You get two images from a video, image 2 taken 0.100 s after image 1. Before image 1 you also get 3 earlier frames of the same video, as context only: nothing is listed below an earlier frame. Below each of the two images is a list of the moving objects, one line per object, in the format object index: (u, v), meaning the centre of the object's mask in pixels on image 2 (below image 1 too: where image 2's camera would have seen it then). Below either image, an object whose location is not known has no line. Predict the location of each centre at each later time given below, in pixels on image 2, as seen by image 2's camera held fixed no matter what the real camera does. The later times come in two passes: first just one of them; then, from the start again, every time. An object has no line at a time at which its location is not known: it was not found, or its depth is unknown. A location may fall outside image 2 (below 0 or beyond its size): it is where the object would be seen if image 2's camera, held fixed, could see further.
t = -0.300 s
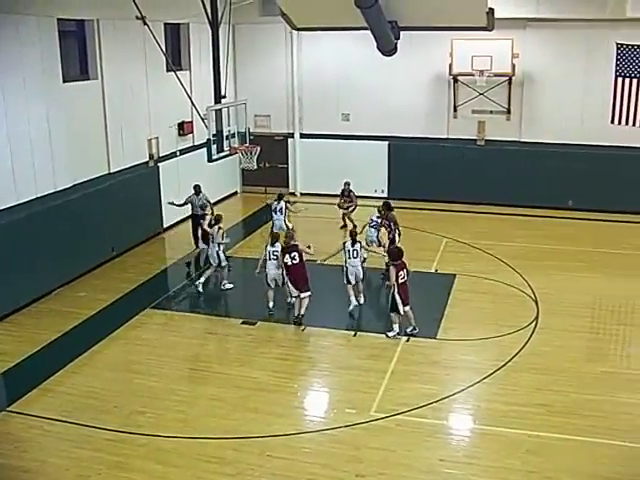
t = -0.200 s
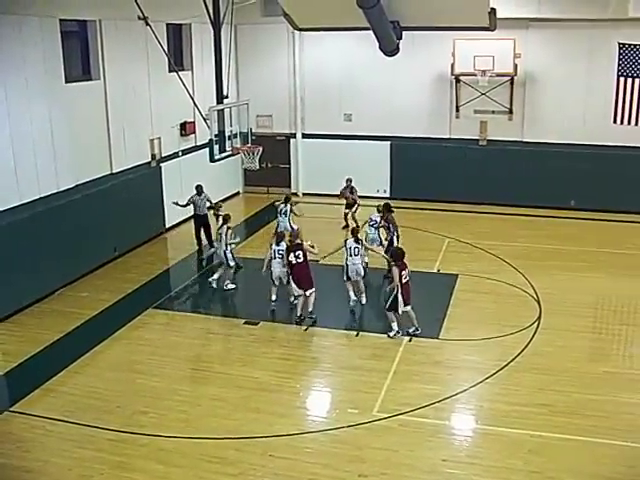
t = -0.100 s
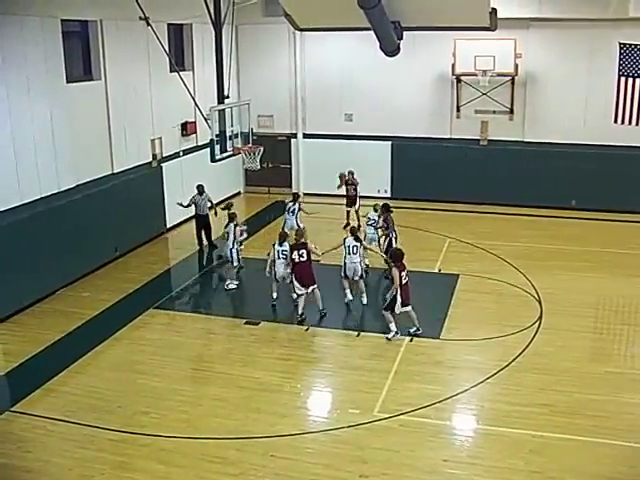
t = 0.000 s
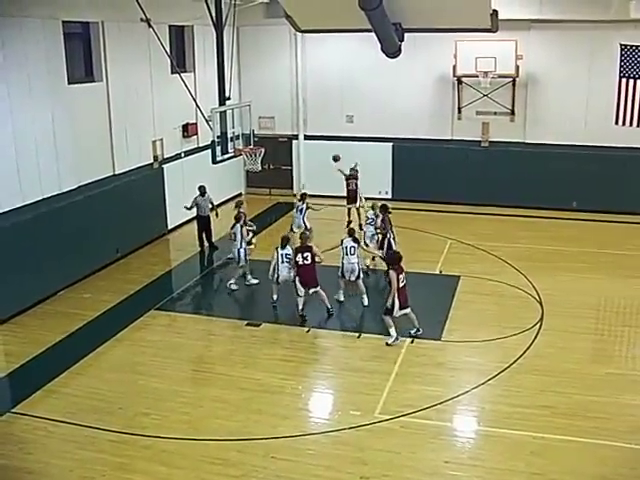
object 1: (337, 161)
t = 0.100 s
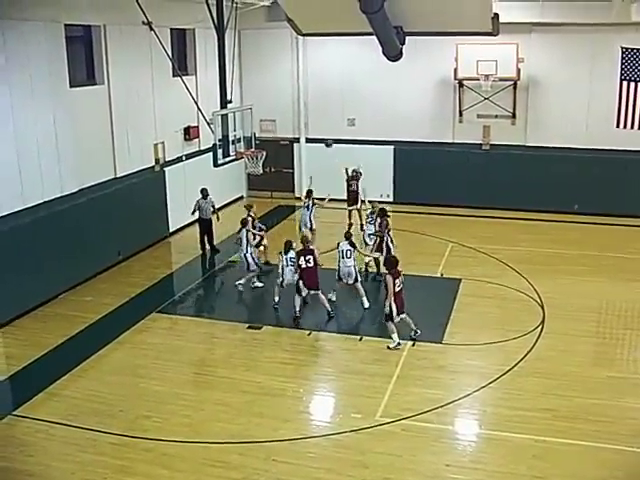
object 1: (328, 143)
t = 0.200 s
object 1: (319, 128)
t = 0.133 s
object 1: (325, 136)
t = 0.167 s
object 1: (322, 132)
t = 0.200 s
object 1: (319, 128)
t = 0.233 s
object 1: (316, 123)
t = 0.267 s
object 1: (312, 119)
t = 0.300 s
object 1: (308, 114)
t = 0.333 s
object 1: (304, 109)
